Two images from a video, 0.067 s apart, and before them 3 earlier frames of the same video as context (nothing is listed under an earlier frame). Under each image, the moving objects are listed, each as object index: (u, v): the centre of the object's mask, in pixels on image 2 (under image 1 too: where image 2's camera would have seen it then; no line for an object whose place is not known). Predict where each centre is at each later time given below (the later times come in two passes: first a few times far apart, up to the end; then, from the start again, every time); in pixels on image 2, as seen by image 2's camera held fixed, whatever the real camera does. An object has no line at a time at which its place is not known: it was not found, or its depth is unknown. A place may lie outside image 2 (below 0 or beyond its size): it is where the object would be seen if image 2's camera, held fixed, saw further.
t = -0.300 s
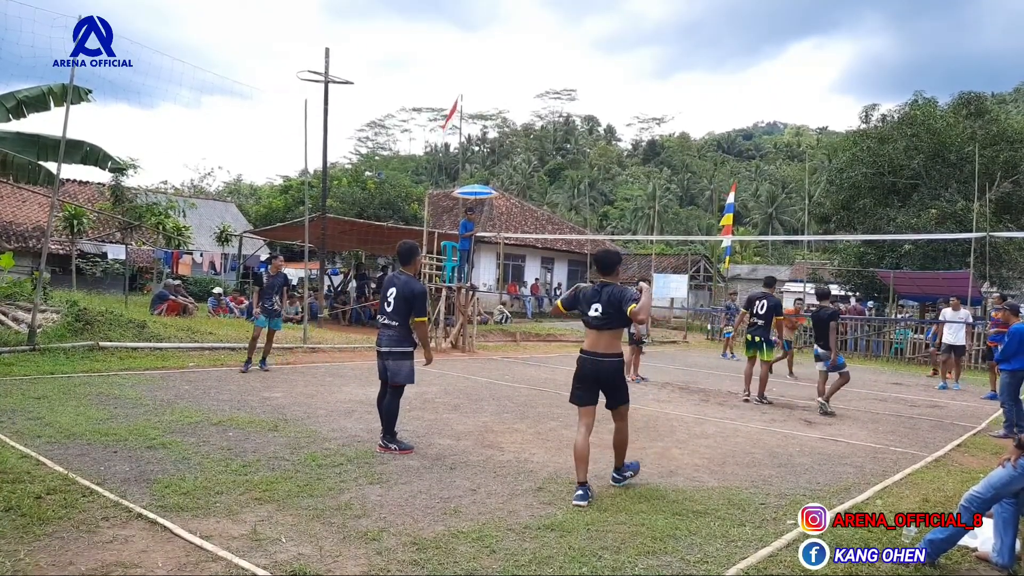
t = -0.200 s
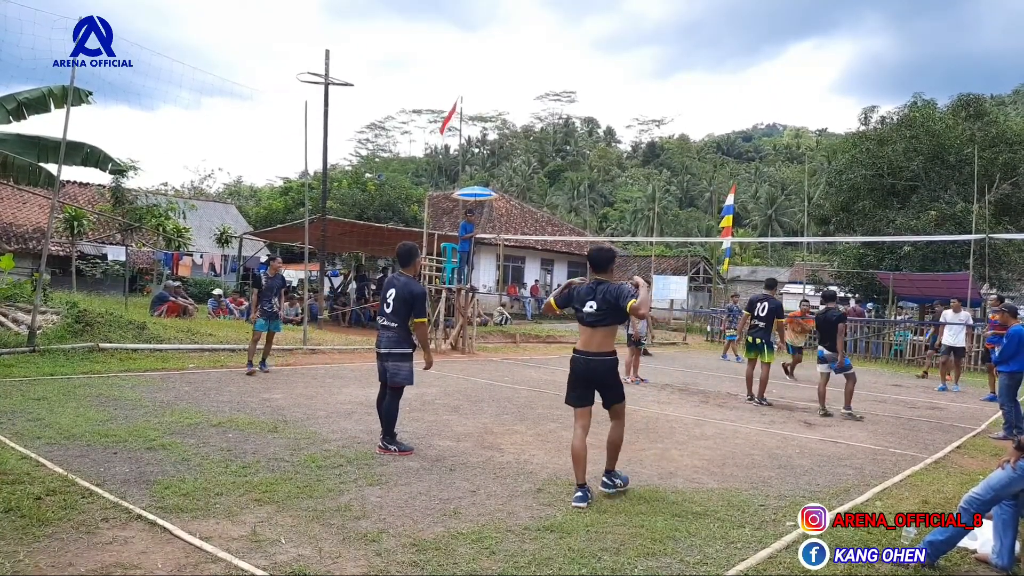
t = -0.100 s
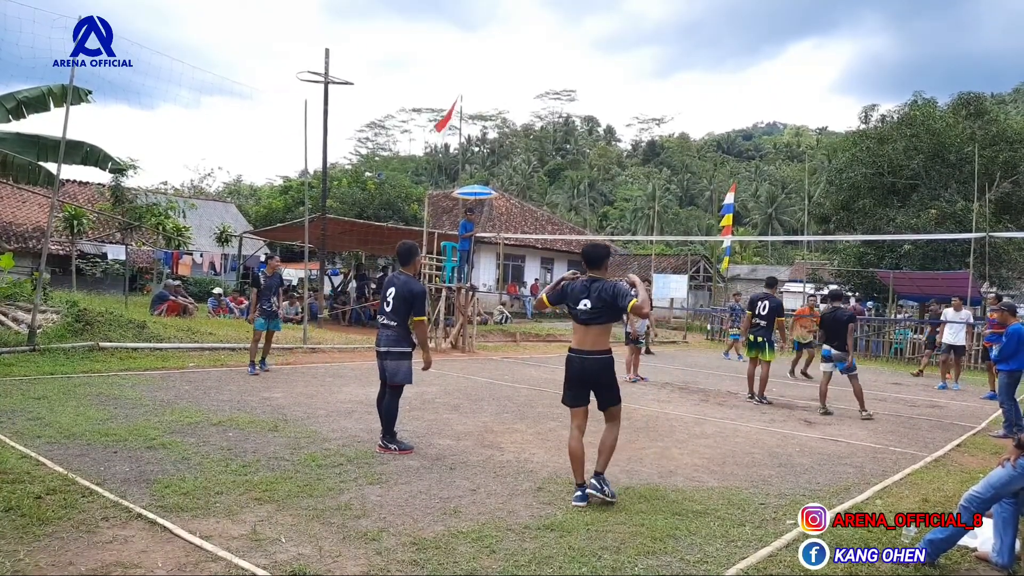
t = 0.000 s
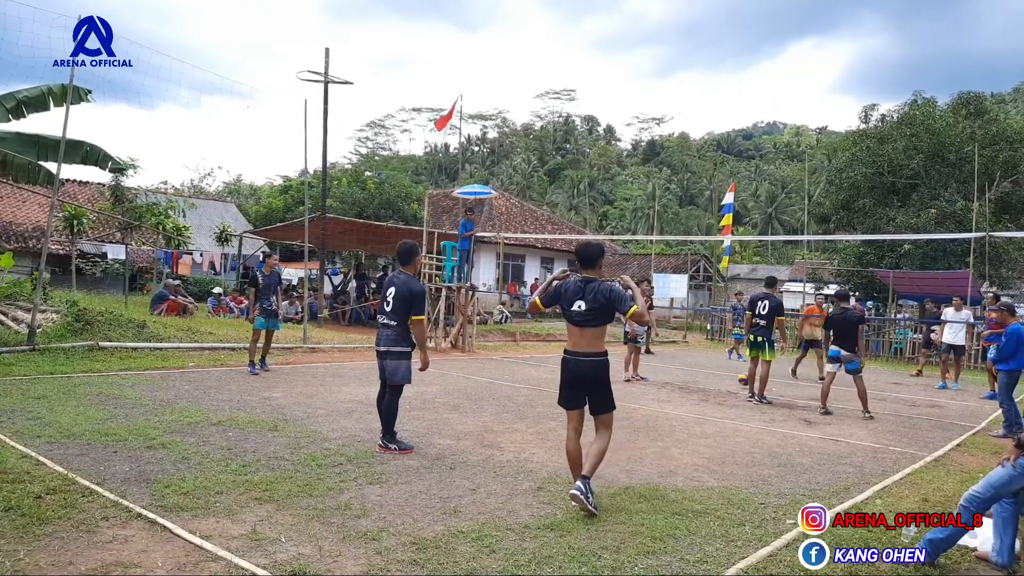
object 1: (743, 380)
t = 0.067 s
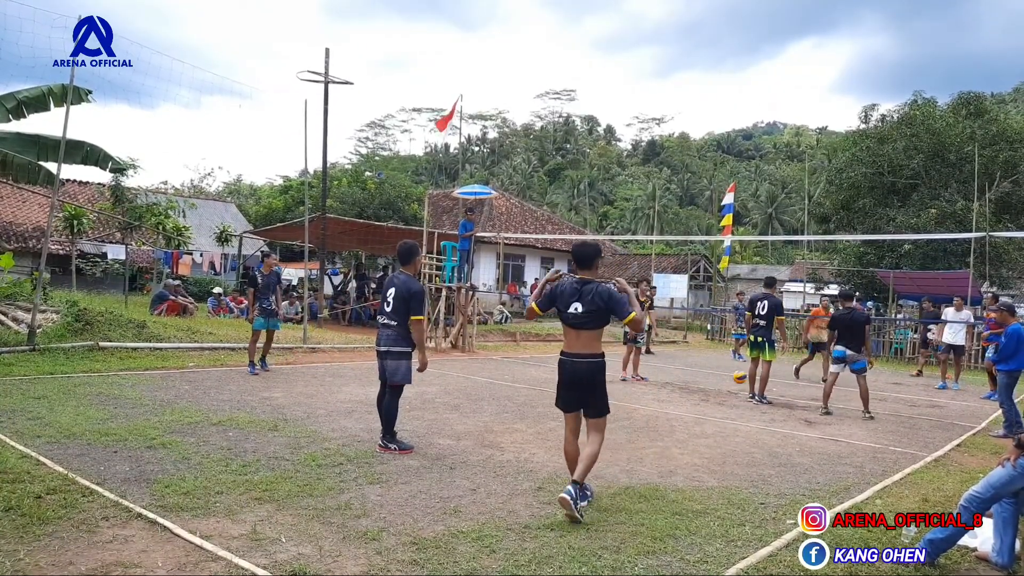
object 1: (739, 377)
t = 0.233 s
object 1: (727, 361)
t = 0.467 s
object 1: (706, 369)
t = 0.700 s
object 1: (682, 385)
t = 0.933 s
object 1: (655, 376)
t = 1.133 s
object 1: (628, 406)
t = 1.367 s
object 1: (598, 399)
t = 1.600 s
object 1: (563, 419)
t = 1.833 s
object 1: (524, 420)
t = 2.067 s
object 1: (475, 443)
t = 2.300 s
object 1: (412, 473)
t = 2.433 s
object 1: (369, 478)
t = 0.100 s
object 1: (737, 373)
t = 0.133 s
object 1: (735, 369)
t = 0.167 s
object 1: (732, 366)
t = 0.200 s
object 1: (730, 363)
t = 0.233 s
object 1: (727, 361)
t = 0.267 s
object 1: (724, 360)
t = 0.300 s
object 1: (721, 360)
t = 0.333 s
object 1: (718, 360)
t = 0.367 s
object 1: (715, 361)
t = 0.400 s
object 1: (713, 362)
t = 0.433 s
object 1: (709, 365)
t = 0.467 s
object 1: (706, 369)
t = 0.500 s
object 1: (703, 373)
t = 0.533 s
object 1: (699, 378)
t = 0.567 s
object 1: (695, 385)
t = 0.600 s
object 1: (692, 392)
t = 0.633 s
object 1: (688, 394)
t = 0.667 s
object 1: (685, 389)
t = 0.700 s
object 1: (682, 385)
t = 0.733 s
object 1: (678, 381)
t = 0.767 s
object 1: (675, 378)
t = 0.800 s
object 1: (671, 376)
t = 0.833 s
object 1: (667, 375)
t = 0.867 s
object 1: (664, 374)
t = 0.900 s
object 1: (659, 375)
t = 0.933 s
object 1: (655, 376)
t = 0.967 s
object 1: (651, 378)
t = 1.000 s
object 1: (647, 382)
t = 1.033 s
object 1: (642, 386)
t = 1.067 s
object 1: (638, 392)
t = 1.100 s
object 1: (633, 398)
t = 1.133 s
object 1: (628, 406)
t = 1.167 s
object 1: (624, 409)
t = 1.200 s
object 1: (620, 405)
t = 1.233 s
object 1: (616, 402)
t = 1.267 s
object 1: (612, 400)
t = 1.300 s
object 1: (607, 399)
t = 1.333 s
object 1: (603, 399)
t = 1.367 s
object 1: (598, 399)
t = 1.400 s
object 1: (594, 402)
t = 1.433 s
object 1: (589, 406)
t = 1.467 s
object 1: (583, 410)
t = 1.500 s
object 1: (578, 416)
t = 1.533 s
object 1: (572, 423)
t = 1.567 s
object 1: (567, 423)
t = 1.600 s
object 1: (563, 419)
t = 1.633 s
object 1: (558, 415)
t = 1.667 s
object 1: (553, 413)
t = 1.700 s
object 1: (548, 412)
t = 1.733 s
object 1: (542, 411)
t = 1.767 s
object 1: (536, 413)
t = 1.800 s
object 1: (531, 415)
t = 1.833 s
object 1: (524, 420)
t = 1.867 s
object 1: (518, 425)
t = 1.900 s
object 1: (511, 432)
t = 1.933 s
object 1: (504, 441)
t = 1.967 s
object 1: (497, 448)
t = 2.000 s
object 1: (490, 444)
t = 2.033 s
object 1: (482, 443)
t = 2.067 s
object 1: (475, 443)
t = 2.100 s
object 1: (467, 444)
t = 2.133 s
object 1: (459, 447)
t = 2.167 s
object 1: (450, 451)
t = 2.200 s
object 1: (441, 457)
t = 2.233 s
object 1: (431, 465)
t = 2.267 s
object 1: (421, 475)
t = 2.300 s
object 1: (412, 473)
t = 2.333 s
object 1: (402, 471)
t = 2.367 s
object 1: (392, 472)
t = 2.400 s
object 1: (381, 474)
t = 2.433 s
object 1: (369, 478)
